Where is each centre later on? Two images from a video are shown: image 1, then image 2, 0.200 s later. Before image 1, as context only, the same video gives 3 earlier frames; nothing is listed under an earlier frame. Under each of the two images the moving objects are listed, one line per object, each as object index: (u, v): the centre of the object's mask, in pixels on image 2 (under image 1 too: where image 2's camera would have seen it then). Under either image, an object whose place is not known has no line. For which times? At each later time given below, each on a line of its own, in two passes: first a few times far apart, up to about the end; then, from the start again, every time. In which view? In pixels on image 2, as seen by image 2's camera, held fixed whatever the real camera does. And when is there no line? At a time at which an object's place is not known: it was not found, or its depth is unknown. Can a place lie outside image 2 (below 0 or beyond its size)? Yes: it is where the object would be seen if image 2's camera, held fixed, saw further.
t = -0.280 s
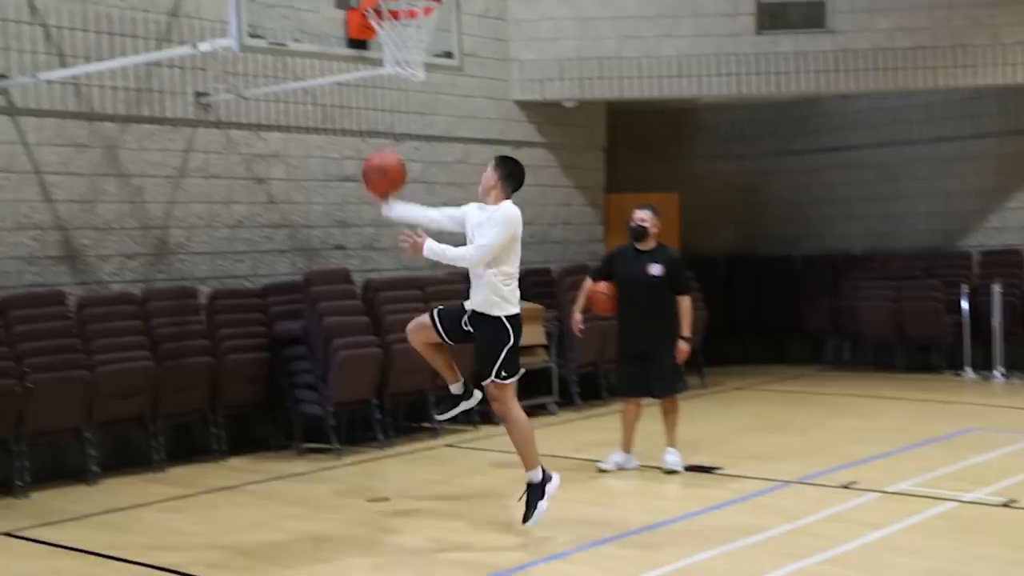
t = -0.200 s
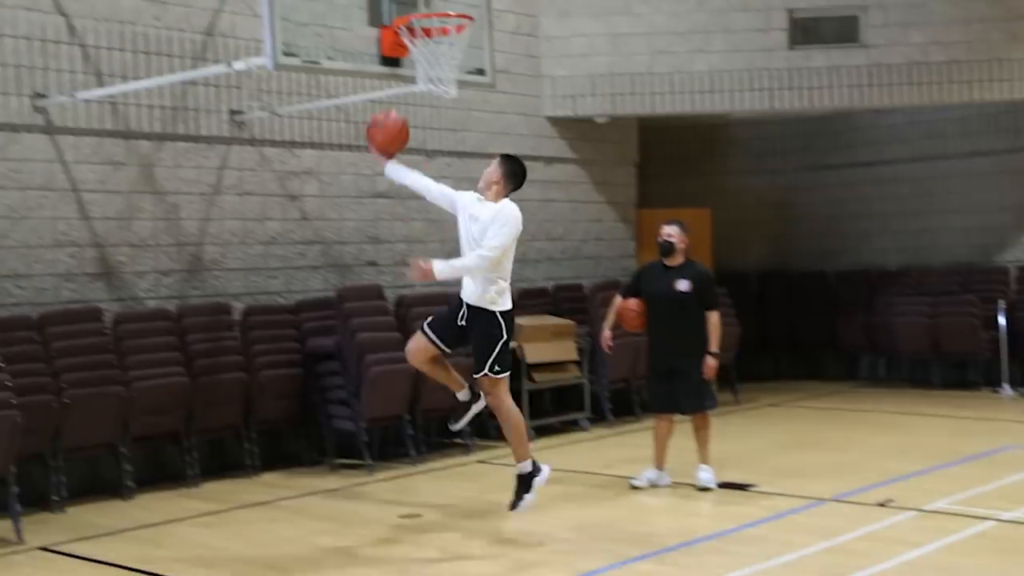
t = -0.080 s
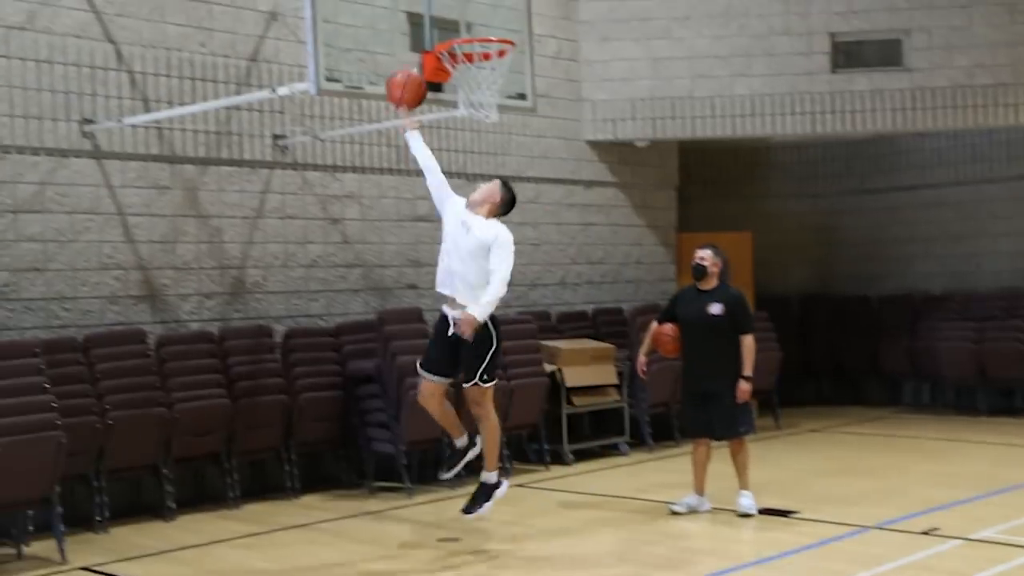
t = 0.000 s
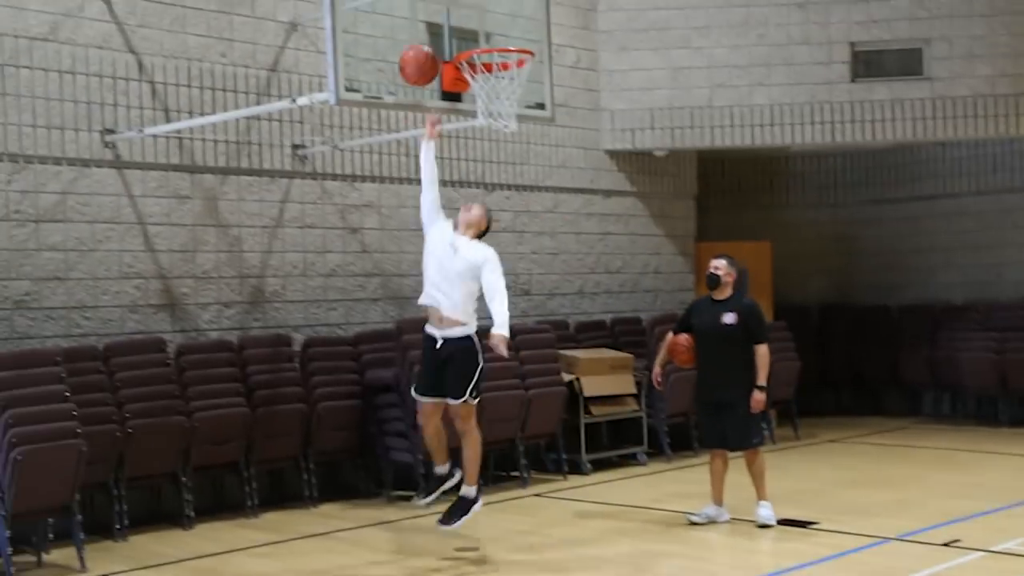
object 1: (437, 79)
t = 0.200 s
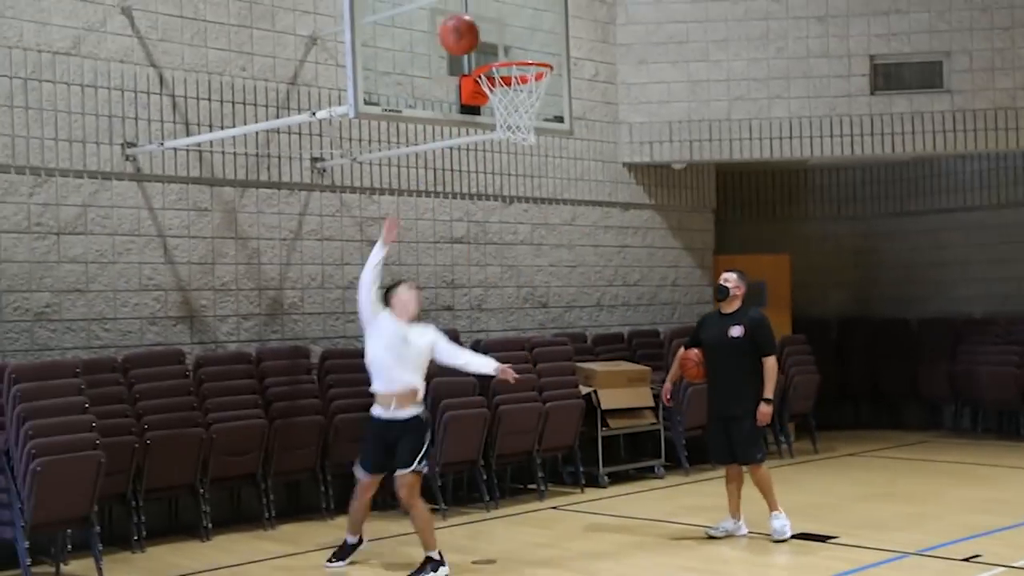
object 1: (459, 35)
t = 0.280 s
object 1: (476, 33)
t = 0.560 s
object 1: (504, 42)
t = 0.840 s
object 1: (526, 97)
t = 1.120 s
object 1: (552, 287)
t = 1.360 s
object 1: (578, 579)
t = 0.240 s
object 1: (467, 33)
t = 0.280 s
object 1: (476, 33)
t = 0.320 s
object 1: (484, 35)
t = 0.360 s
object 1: (493, 42)
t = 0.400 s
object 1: (497, 40)
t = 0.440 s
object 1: (499, 37)
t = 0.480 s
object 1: (500, 36)
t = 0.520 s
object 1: (502, 38)
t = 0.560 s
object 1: (504, 42)
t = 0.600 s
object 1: (507, 45)
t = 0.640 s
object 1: (510, 47)
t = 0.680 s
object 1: (513, 51)
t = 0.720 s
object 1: (516, 58)
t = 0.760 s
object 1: (519, 69)
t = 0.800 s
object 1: (522, 81)
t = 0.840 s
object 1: (526, 97)
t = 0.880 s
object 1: (529, 115)
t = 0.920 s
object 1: (533, 136)
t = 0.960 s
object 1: (536, 160)
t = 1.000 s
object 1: (540, 188)
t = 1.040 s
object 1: (544, 218)
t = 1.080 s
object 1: (548, 251)
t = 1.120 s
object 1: (552, 287)
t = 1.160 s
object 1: (556, 328)
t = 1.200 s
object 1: (560, 369)
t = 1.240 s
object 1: (565, 418)
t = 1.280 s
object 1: (569, 464)
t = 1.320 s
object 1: (573, 520)
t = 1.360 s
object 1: (578, 579)
